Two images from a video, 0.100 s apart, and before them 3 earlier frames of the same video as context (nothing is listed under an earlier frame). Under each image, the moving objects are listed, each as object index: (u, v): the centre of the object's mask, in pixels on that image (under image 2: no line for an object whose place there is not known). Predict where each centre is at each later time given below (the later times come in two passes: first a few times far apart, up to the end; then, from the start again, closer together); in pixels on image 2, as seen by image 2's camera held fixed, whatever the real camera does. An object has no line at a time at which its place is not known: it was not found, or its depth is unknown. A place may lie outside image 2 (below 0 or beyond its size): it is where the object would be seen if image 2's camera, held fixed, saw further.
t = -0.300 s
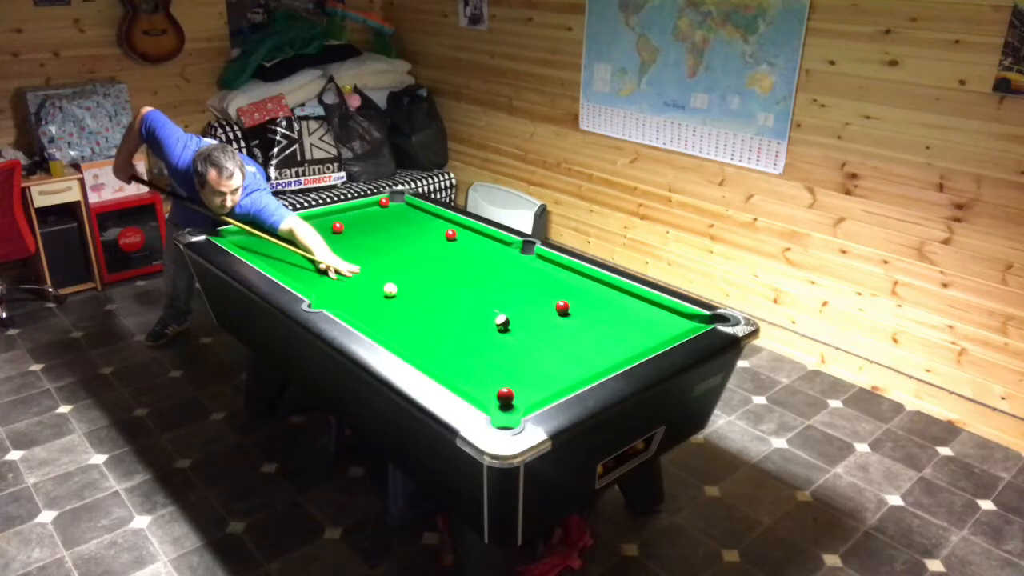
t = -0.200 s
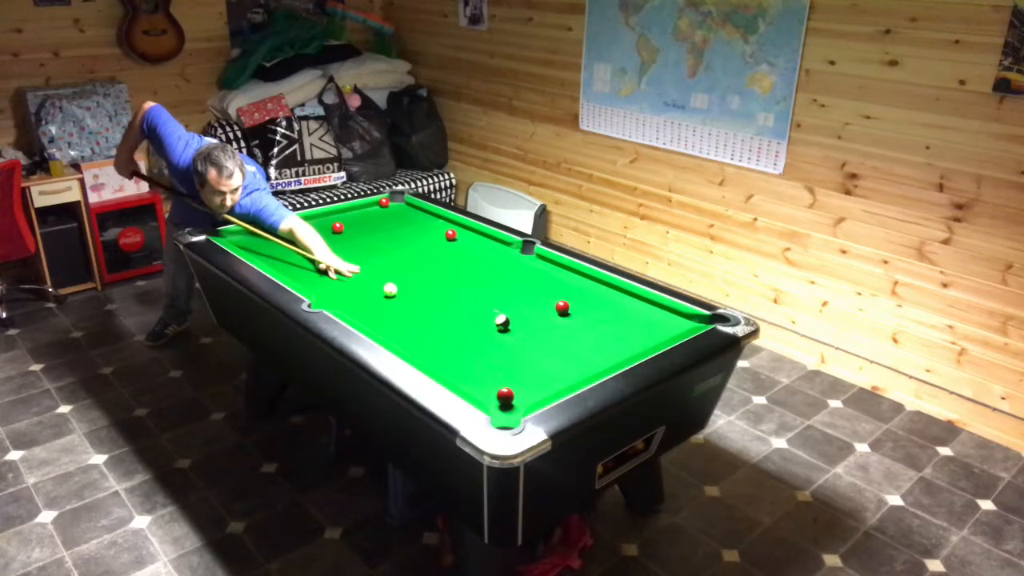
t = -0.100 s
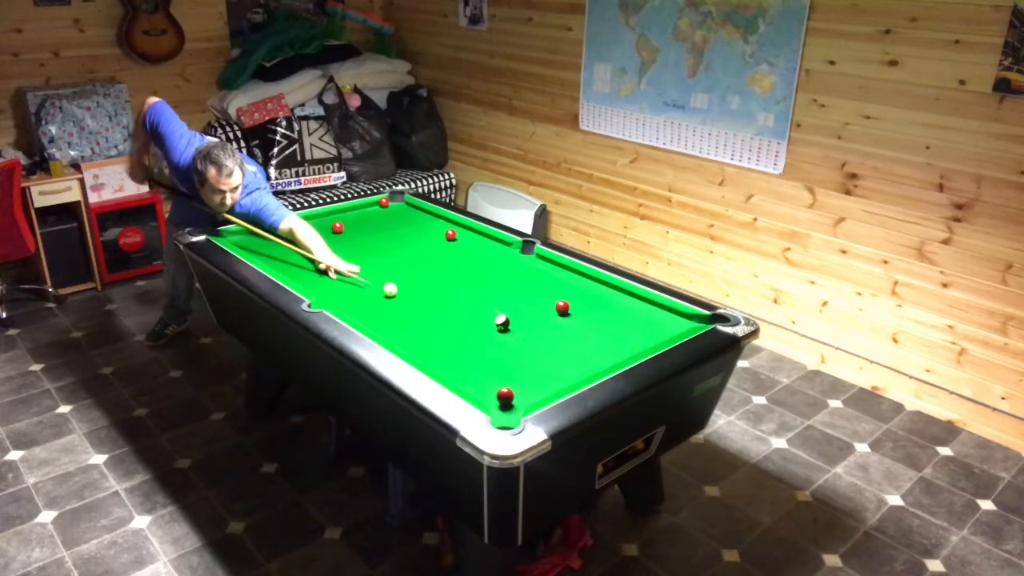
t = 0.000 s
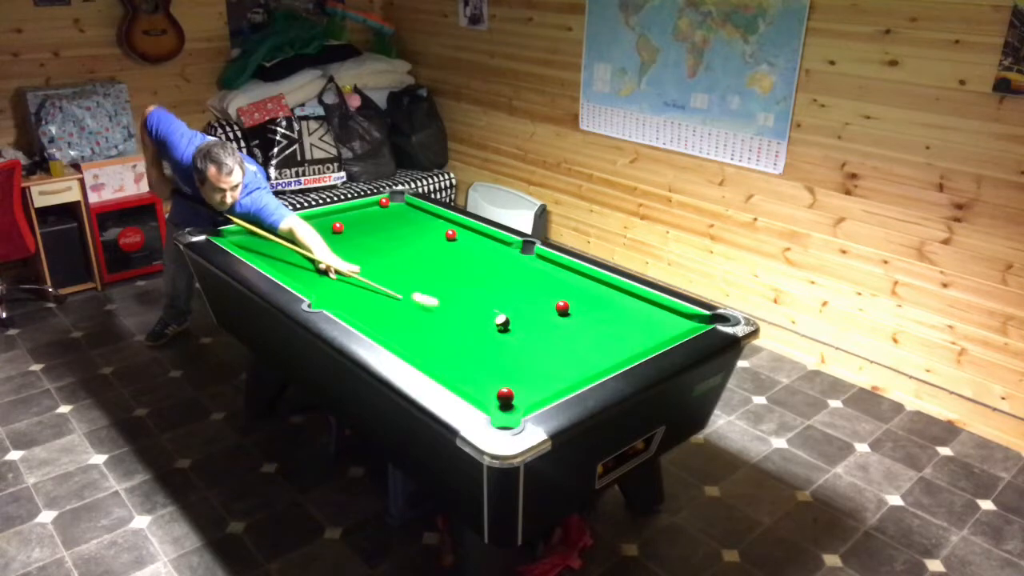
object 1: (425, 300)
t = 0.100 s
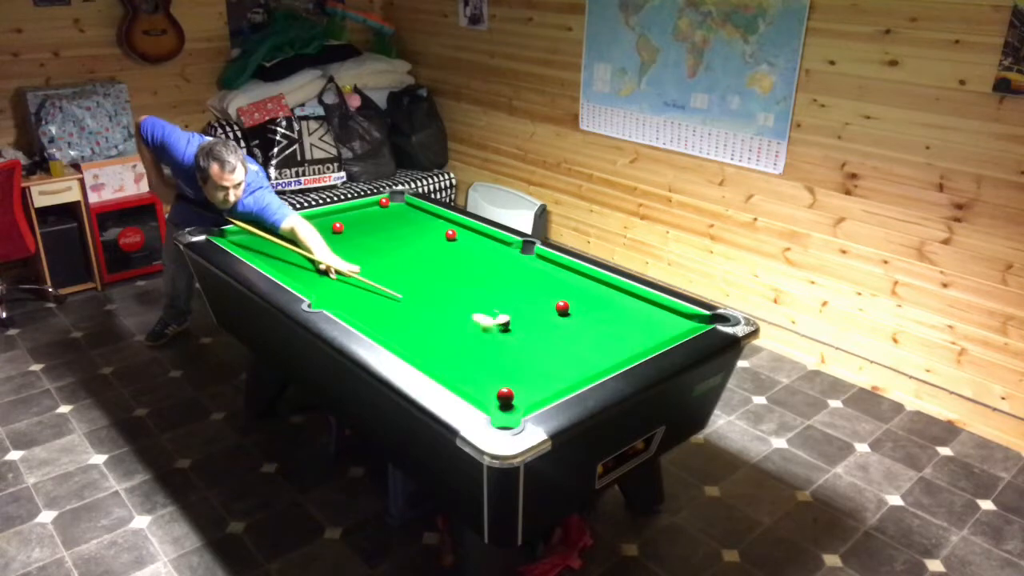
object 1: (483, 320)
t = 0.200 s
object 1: (487, 342)
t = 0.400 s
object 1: (474, 376)
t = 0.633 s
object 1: (491, 383)
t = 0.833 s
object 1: (520, 380)
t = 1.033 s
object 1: (548, 376)
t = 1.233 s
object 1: (573, 373)
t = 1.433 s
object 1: (596, 367)
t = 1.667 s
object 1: (606, 359)
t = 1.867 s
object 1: (610, 355)
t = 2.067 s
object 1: (617, 350)
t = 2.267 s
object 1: (623, 345)
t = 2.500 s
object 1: (628, 340)
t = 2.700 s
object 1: (632, 336)
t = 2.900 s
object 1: (636, 333)
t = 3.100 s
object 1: (639, 331)
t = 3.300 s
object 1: (642, 329)
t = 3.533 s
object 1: (645, 327)
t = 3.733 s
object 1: (646, 327)
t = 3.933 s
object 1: (648, 326)
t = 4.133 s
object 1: (648, 326)
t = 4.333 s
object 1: (648, 326)
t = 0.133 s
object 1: (488, 329)
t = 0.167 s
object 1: (488, 335)
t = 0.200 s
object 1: (487, 342)
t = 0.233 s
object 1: (486, 349)
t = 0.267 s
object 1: (484, 355)
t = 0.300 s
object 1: (482, 361)
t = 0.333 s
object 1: (479, 366)
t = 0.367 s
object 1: (477, 371)
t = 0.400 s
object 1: (474, 376)
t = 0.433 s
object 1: (470, 381)
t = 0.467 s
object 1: (468, 384)
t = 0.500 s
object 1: (470, 385)
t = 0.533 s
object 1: (476, 385)
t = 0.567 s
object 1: (481, 385)
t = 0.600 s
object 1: (486, 384)
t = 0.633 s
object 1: (491, 383)
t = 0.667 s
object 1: (496, 382)
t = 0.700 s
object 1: (501, 381)
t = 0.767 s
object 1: (511, 380)
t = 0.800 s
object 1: (516, 380)
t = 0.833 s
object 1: (520, 380)
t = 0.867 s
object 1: (525, 379)
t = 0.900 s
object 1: (530, 378)
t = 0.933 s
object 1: (534, 378)
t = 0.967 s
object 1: (539, 377)
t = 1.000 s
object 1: (543, 377)
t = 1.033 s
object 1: (548, 376)
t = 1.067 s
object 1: (552, 375)
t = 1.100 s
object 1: (556, 375)
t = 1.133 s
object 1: (561, 374)
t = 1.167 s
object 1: (565, 374)
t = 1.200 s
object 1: (569, 373)
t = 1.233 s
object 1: (573, 373)
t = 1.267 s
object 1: (577, 372)
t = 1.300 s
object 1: (580, 371)
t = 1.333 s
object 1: (585, 370)
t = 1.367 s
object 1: (588, 369)
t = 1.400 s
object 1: (592, 368)
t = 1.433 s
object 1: (596, 367)
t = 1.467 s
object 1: (597, 366)
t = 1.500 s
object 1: (599, 365)
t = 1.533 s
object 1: (600, 364)
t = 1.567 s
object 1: (601, 363)
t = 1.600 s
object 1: (602, 362)
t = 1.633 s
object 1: (604, 362)
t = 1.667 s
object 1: (606, 359)
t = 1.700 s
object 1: (606, 359)
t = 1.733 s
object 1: (607, 359)
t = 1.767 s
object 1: (608, 358)
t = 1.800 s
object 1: (609, 357)
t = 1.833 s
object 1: (610, 356)
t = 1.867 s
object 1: (610, 355)
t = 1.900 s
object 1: (613, 354)
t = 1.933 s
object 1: (613, 353)
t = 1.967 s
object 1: (614, 353)
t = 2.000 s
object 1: (615, 352)
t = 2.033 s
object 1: (617, 351)
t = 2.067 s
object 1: (617, 350)
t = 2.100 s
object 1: (619, 349)
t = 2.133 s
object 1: (620, 348)
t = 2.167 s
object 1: (620, 348)
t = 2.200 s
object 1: (621, 347)
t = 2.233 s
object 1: (622, 346)
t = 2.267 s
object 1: (623, 345)
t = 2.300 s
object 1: (623, 344)
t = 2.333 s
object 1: (624, 343)
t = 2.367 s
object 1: (625, 343)
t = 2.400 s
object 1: (626, 342)
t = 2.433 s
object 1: (627, 341)
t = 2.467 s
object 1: (627, 341)
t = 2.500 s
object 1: (628, 340)
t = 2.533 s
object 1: (628, 339)
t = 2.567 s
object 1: (629, 339)
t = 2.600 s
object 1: (630, 338)
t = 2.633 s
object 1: (631, 337)
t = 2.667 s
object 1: (632, 337)
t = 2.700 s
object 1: (632, 336)
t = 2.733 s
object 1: (633, 336)
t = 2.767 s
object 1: (634, 335)
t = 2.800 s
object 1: (634, 335)
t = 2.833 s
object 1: (635, 334)
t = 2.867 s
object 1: (635, 334)
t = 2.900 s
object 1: (636, 333)
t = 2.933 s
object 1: (636, 333)
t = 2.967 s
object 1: (637, 332)
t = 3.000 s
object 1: (638, 332)
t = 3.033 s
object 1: (638, 332)
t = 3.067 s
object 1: (639, 331)
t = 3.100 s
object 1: (639, 331)
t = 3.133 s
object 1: (640, 331)
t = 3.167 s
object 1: (640, 330)
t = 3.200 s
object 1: (640, 330)
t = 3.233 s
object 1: (641, 330)
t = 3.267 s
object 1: (641, 329)
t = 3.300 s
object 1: (642, 329)
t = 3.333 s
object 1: (642, 329)
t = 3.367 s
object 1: (643, 328)
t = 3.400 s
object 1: (643, 328)
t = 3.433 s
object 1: (644, 328)
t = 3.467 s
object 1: (644, 328)
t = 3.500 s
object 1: (644, 328)
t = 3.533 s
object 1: (645, 327)
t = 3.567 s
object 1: (645, 327)
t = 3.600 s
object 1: (645, 327)
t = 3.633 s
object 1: (646, 327)
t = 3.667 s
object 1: (646, 327)
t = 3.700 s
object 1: (646, 327)
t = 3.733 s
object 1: (646, 327)
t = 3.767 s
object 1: (647, 326)
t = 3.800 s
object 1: (647, 326)
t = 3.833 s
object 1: (647, 326)
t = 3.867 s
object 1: (647, 326)
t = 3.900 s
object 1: (647, 326)
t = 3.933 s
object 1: (648, 326)
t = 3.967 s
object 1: (648, 326)
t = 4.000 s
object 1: (648, 326)
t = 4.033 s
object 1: (648, 326)
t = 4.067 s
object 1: (648, 326)
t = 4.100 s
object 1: (648, 326)
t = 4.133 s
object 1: (648, 326)
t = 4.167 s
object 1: (648, 326)
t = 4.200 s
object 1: (648, 326)
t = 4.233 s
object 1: (648, 326)
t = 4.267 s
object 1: (648, 326)
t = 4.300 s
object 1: (648, 326)
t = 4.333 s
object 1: (648, 326)
